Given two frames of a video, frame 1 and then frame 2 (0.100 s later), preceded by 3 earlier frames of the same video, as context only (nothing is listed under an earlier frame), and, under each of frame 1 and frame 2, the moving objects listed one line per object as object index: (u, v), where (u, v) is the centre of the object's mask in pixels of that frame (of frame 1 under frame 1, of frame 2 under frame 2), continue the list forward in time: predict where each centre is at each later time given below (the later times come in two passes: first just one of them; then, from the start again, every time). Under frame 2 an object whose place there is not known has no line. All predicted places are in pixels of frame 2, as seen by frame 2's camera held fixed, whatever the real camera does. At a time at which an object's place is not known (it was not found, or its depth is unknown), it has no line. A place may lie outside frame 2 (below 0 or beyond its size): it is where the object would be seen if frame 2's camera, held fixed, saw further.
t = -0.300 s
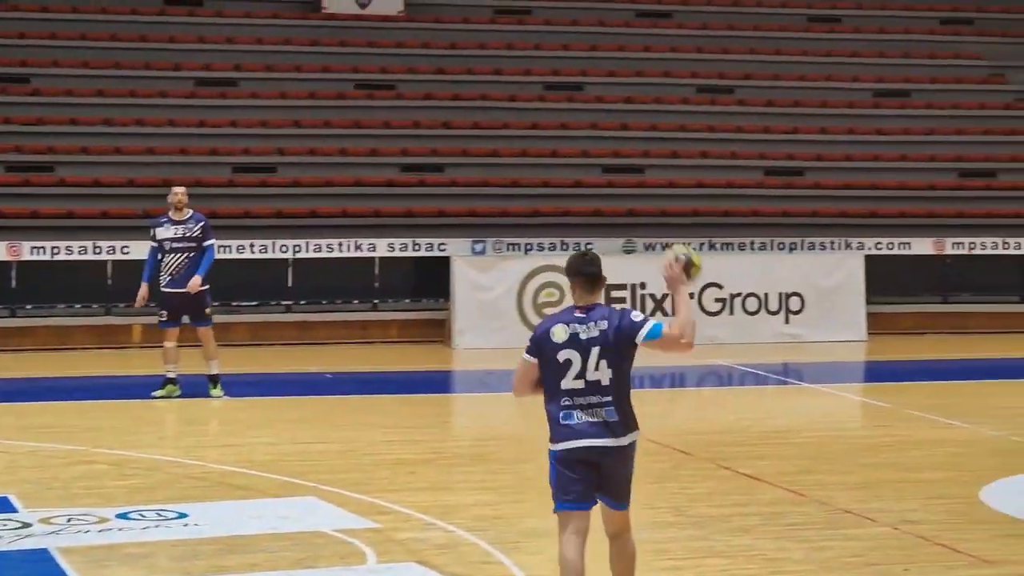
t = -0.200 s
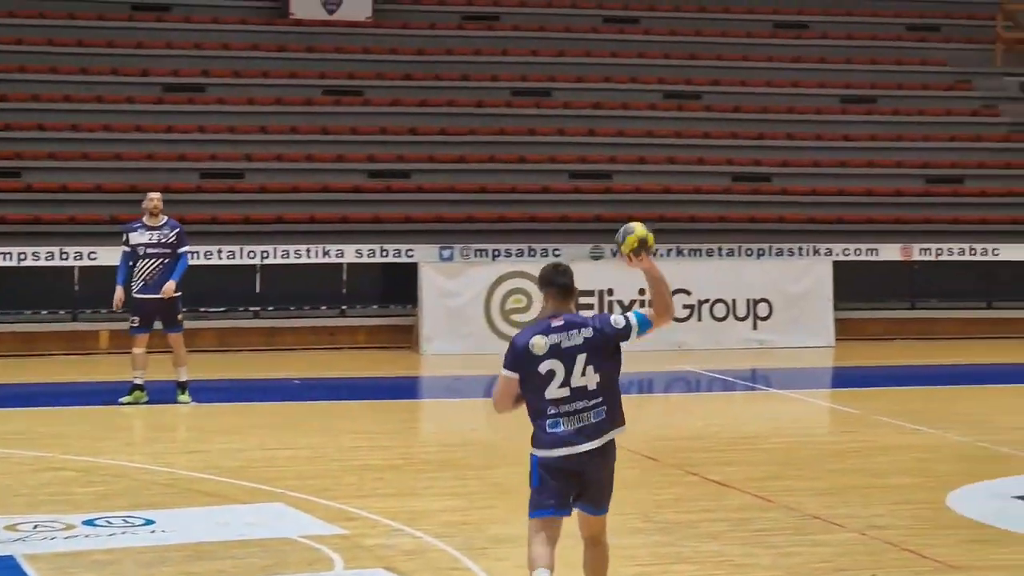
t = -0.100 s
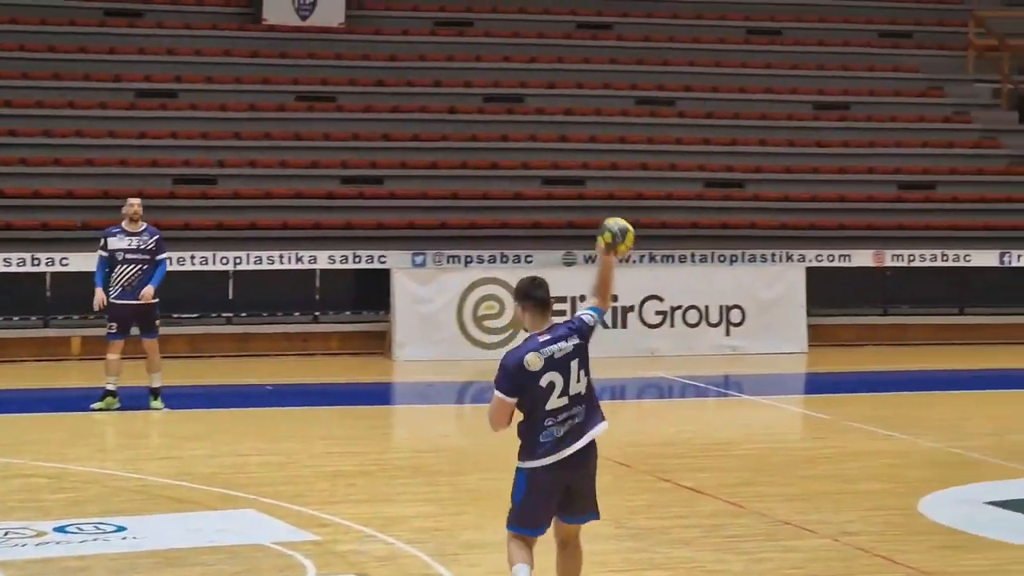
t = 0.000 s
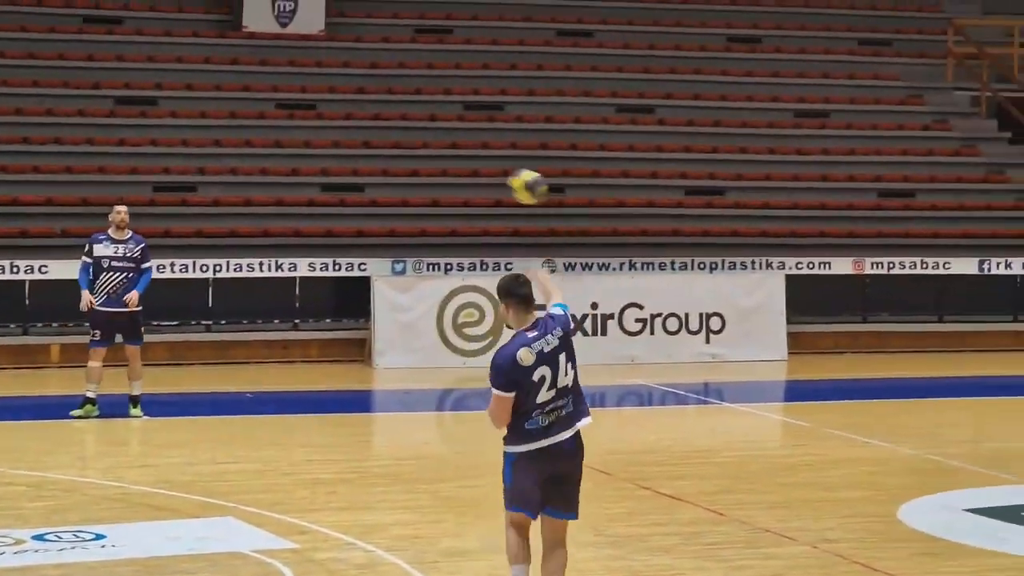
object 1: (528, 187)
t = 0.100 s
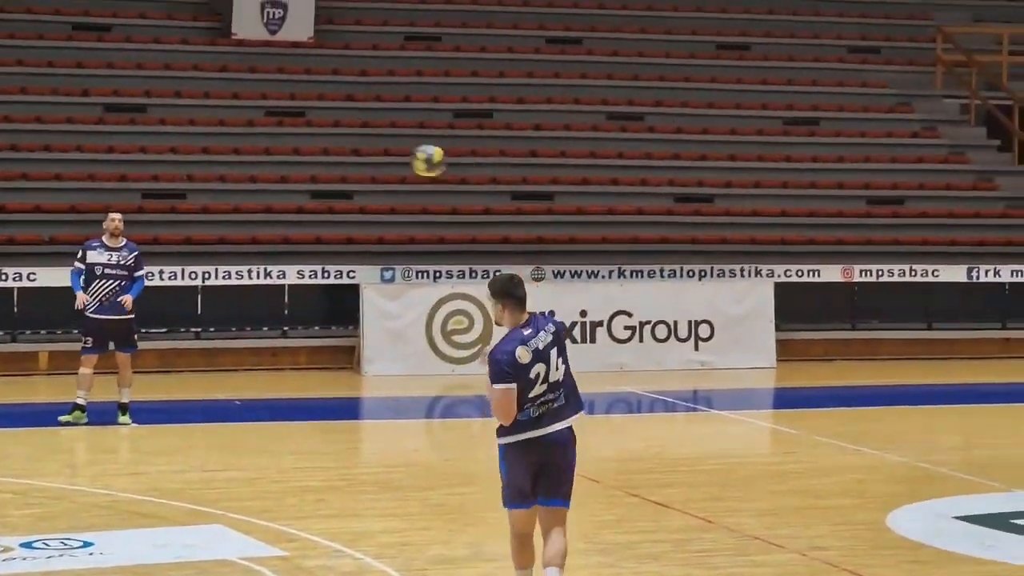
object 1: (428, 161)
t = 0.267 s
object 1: (313, 143)
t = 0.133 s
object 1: (402, 154)
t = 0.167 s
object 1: (377, 148)
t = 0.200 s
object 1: (355, 145)
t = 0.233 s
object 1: (332, 143)
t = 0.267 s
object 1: (313, 143)
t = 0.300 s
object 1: (294, 142)
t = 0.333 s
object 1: (277, 145)
